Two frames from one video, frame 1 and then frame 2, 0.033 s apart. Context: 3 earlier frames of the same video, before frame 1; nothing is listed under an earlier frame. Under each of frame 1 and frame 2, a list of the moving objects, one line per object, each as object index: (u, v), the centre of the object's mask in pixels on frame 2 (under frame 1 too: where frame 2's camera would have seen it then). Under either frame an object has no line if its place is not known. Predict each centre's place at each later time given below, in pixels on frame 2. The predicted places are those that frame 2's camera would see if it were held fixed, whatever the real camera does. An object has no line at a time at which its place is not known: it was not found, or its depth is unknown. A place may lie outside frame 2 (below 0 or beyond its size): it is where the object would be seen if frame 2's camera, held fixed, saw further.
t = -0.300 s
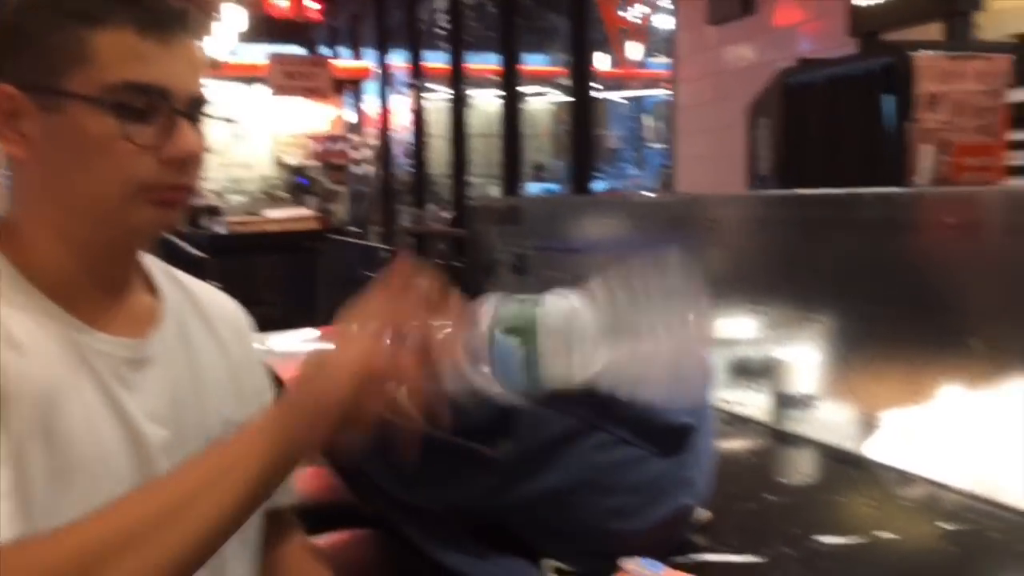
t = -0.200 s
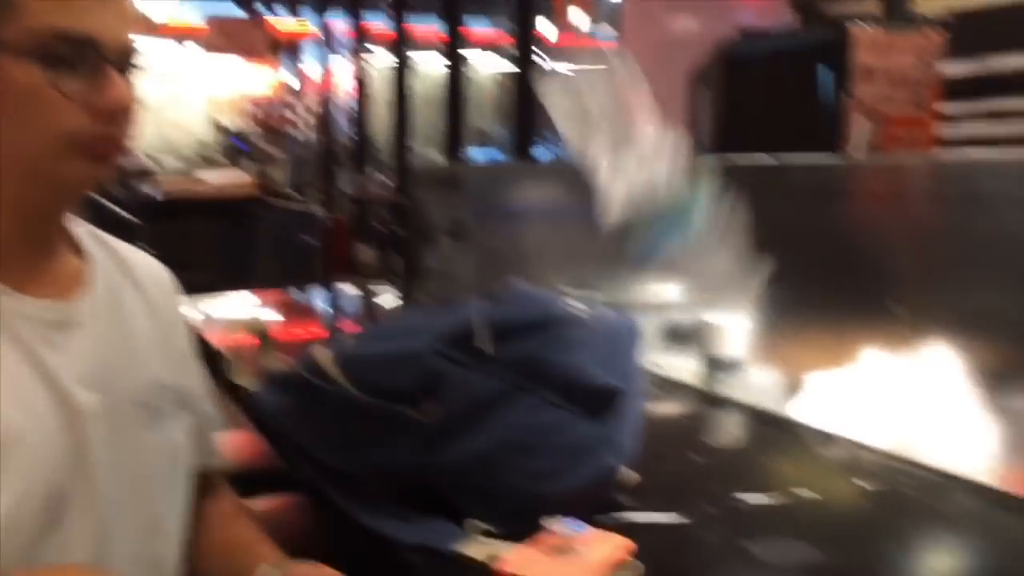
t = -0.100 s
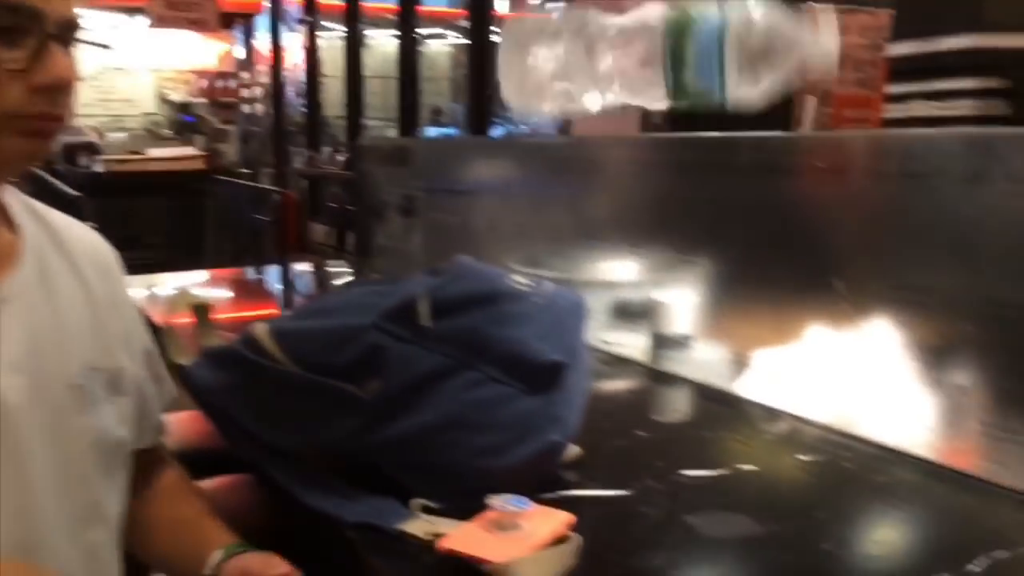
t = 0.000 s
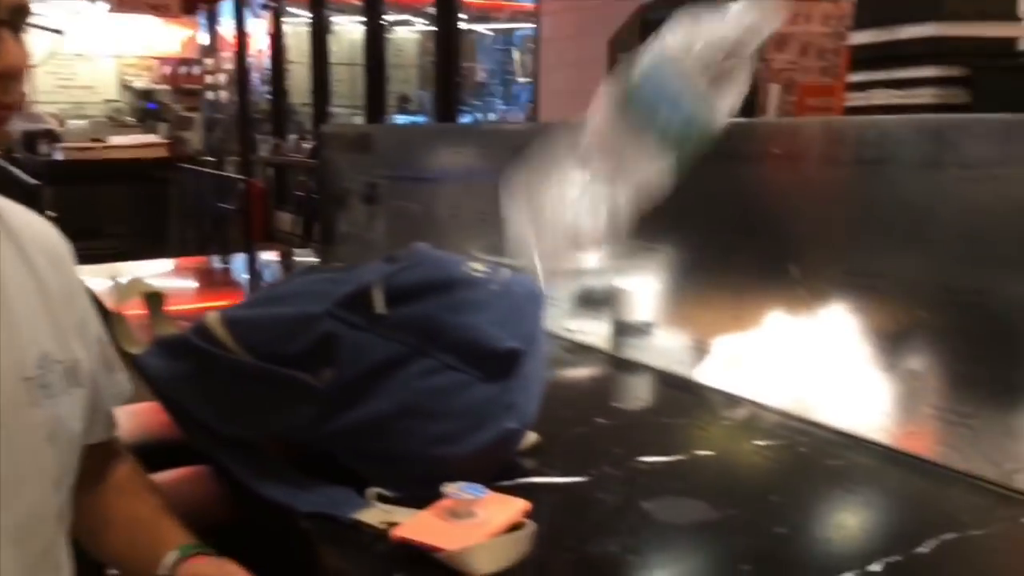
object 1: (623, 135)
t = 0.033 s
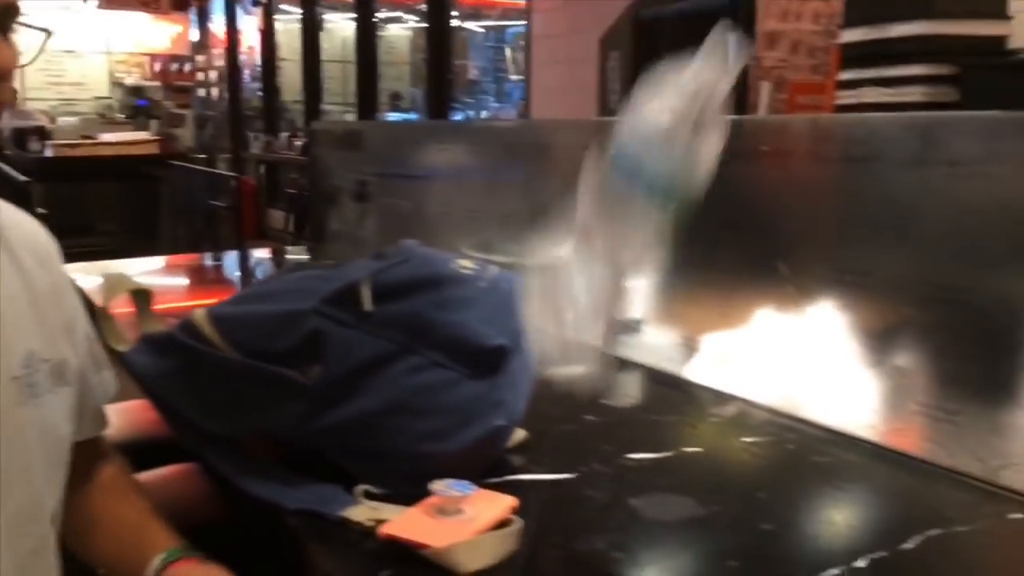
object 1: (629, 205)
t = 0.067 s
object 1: (633, 306)
